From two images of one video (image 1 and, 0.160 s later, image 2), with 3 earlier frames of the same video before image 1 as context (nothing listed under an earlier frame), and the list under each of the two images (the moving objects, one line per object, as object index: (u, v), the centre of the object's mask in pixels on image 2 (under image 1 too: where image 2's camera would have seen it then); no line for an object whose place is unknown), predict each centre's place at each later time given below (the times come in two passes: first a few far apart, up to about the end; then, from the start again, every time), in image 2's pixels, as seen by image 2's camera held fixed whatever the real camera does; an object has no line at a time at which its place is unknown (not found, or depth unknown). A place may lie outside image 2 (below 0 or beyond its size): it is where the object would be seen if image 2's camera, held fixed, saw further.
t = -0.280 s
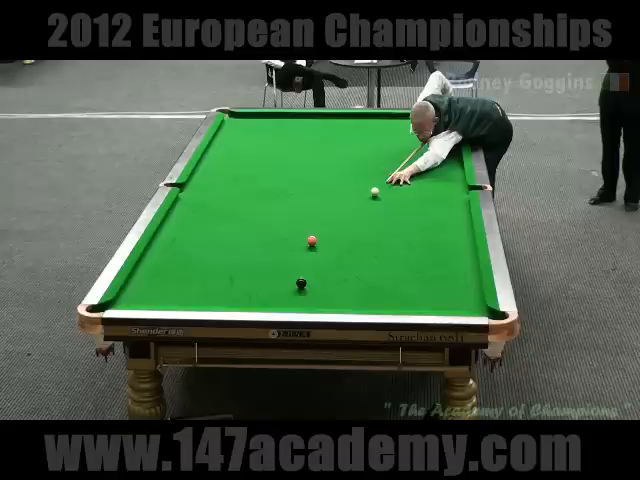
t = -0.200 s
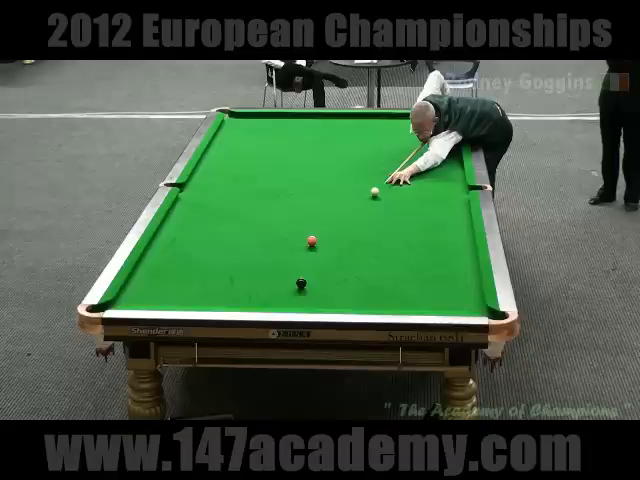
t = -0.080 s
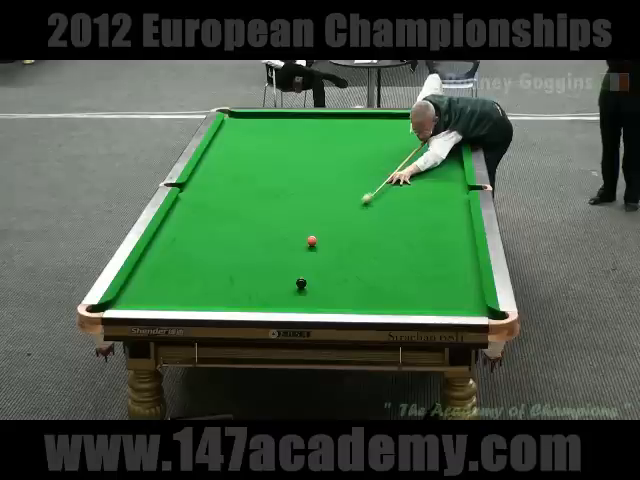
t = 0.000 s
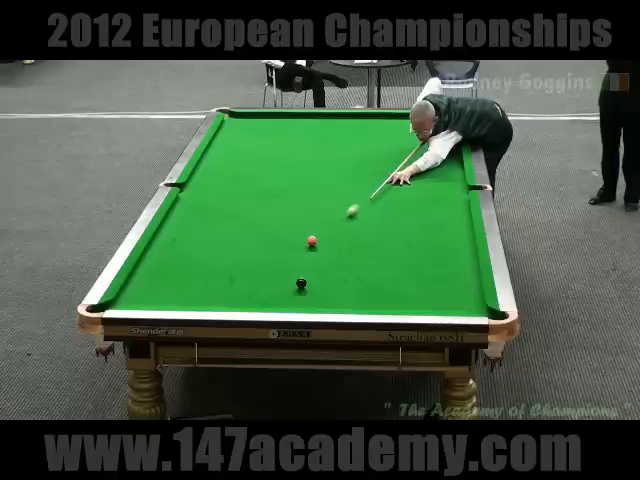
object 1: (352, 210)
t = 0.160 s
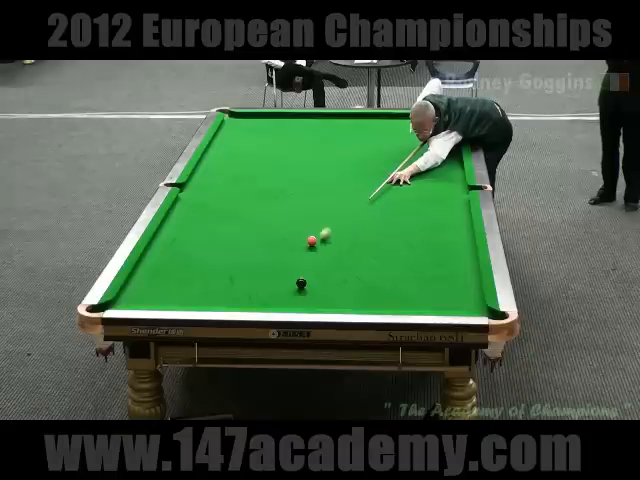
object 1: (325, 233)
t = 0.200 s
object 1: (320, 239)
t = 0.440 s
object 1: (339, 251)
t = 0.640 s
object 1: (354, 260)
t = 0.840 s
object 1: (369, 269)
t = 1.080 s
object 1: (388, 281)
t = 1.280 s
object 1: (404, 291)
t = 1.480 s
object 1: (420, 300)
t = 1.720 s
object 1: (439, 307)
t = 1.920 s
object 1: (454, 302)
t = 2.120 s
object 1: (468, 297)
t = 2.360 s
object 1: (474, 290)
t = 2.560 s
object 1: (464, 285)
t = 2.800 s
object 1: (454, 280)
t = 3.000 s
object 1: (446, 276)
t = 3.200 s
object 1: (439, 272)
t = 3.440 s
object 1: (431, 269)
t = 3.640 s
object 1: (425, 266)
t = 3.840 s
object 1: (420, 263)
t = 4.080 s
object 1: (414, 260)
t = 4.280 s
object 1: (410, 258)
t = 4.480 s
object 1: (407, 256)
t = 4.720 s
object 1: (403, 254)
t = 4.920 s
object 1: (401, 253)
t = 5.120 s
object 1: (399, 251)
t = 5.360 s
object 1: (396, 250)
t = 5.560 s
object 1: (395, 250)
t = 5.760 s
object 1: (394, 250)
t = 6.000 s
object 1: (393, 249)
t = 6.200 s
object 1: (393, 249)
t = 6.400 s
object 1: (393, 249)
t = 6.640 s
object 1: (393, 249)
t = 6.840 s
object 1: (393, 249)
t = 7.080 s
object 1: (393, 249)
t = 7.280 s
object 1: (393, 249)
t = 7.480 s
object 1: (393, 249)
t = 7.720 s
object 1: (393, 249)
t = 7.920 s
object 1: (393, 249)
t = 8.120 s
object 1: (393, 249)
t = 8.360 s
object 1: (393, 249)
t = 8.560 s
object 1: (393, 249)
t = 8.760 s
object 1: (393, 249)
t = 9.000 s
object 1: (393, 249)
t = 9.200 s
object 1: (393, 249)
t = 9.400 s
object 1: (393, 249)
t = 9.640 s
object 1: (393, 249)
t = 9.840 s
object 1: (393, 249)
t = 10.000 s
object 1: (393, 249)
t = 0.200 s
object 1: (320, 239)
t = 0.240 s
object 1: (324, 241)
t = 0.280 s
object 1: (327, 243)
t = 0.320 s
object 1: (330, 245)
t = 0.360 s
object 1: (333, 247)
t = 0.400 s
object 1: (336, 249)
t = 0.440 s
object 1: (339, 251)
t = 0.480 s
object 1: (342, 252)
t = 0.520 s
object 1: (345, 254)
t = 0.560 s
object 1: (348, 256)
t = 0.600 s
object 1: (351, 258)
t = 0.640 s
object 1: (354, 260)
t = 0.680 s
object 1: (357, 262)
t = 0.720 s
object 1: (360, 263)
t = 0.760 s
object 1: (363, 265)
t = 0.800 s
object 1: (366, 268)
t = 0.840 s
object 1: (369, 269)
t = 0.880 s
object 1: (372, 271)
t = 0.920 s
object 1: (375, 273)
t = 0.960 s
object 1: (378, 275)
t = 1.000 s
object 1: (382, 277)
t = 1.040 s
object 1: (385, 279)
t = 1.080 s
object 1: (388, 281)
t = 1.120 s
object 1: (391, 283)
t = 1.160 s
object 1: (394, 285)
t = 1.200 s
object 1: (397, 287)
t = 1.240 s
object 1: (400, 289)
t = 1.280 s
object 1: (404, 291)
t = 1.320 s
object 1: (407, 293)
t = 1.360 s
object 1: (410, 295)
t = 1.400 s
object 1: (413, 297)
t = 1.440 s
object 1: (417, 299)
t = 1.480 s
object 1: (420, 300)
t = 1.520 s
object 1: (423, 302)
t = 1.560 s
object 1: (426, 304)
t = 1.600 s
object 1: (430, 306)
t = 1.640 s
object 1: (433, 307)
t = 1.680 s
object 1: (436, 308)
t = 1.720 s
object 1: (439, 307)
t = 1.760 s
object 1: (442, 306)
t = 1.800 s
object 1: (445, 305)
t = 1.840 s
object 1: (448, 304)
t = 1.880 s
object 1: (451, 303)
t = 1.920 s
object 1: (454, 302)
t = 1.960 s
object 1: (456, 301)
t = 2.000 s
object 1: (460, 301)
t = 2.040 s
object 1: (462, 299)
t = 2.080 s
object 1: (465, 298)
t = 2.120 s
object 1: (468, 297)
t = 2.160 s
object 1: (470, 295)
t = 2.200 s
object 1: (473, 295)
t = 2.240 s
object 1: (476, 293)
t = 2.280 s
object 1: (477, 292)
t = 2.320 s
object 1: (476, 291)
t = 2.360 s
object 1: (474, 290)
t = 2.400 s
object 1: (472, 289)
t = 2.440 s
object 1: (470, 288)
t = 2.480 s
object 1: (468, 287)
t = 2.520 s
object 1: (466, 286)
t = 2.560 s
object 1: (464, 285)
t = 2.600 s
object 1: (462, 284)
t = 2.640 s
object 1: (461, 283)
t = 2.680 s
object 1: (459, 283)
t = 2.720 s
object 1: (457, 282)
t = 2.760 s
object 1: (455, 281)
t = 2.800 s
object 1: (454, 280)
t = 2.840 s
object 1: (452, 279)
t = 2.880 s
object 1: (451, 278)
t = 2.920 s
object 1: (449, 277)
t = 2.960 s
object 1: (447, 277)
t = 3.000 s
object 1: (446, 276)
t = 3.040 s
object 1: (444, 275)
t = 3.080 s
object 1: (443, 275)
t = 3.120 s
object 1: (441, 274)
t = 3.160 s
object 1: (440, 273)
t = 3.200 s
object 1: (439, 272)
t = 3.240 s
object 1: (437, 272)
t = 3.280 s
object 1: (436, 271)
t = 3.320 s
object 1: (435, 270)
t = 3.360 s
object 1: (433, 270)
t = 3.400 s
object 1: (432, 269)
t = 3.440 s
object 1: (431, 269)
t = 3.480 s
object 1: (430, 268)
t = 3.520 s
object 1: (428, 268)
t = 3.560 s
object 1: (427, 267)
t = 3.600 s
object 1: (426, 266)
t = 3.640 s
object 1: (425, 266)
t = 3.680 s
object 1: (424, 265)
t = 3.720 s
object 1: (423, 265)
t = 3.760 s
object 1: (422, 264)
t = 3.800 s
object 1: (421, 264)
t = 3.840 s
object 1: (420, 263)
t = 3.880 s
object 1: (419, 263)
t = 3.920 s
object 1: (418, 262)
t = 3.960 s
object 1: (417, 262)
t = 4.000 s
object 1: (416, 261)
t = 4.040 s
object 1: (415, 261)
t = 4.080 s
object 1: (414, 260)
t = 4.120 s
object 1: (413, 260)
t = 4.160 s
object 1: (413, 259)
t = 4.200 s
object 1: (412, 259)
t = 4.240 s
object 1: (411, 258)
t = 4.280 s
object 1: (410, 258)
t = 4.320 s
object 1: (410, 258)
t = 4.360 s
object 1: (409, 257)
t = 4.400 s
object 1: (408, 257)
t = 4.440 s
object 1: (408, 256)
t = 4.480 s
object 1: (407, 256)
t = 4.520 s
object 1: (406, 256)
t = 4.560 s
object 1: (406, 256)
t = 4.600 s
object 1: (405, 255)
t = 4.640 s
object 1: (404, 255)
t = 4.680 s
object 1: (404, 254)
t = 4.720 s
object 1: (403, 254)
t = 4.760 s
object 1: (403, 254)
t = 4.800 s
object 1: (402, 253)
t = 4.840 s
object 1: (402, 253)
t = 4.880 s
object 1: (401, 253)
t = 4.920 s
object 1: (401, 253)
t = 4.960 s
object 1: (400, 252)
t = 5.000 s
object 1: (400, 252)
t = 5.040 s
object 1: (399, 252)
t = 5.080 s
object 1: (399, 252)
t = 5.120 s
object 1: (399, 251)
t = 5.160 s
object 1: (398, 251)
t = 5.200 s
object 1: (398, 251)
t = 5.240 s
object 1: (397, 251)
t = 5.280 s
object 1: (397, 251)
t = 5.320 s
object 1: (397, 251)
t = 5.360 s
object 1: (396, 250)
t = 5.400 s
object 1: (396, 250)
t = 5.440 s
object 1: (396, 250)
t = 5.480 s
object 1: (395, 250)
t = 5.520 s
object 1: (395, 250)
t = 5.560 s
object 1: (395, 250)
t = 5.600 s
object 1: (394, 250)
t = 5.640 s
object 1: (394, 250)
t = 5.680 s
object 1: (394, 250)
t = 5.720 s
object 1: (394, 250)
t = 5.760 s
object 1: (394, 250)
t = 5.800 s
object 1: (394, 250)
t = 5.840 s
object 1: (393, 249)
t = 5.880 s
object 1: (393, 249)
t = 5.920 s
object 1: (393, 249)
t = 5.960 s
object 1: (393, 249)
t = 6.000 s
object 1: (393, 249)
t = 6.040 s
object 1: (393, 249)
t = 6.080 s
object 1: (393, 249)
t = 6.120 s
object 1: (393, 249)
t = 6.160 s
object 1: (393, 249)
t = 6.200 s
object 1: (393, 249)
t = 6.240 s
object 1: (393, 249)
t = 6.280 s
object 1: (393, 249)
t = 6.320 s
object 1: (393, 249)
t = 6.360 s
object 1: (393, 249)
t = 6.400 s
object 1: (393, 249)
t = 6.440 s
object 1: (393, 249)
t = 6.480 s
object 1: (393, 249)
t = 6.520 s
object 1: (393, 249)
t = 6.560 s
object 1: (393, 249)
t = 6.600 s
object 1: (393, 249)
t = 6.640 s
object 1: (393, 249)
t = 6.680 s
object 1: (393, 249)
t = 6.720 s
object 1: (393, 249)
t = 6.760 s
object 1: (393, 249)
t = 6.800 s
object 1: (393, 249)
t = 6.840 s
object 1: (393, 249)
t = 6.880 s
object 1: (393, 249)
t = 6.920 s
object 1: (393, 249)
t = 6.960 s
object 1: (393, 249)
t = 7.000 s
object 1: (393, 249)
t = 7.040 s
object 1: (393, 249)
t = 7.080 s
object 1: (393, 249)
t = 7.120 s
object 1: (393, 249)
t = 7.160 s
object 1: (393, 249)
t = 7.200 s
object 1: (393, 249)
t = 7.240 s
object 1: (393, 249)
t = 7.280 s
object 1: (393, 249)
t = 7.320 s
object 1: (393, 249)
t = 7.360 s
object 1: (393, 249)
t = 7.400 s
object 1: (393, 249)
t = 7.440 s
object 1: (393, 249)
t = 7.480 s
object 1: (393, 249)
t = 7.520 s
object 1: (393, 249)
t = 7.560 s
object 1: (393, 249)
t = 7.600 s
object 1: (393, 249)
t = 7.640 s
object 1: (393, 249)
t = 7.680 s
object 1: (393, 249)
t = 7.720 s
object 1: (393, 249)
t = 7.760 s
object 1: (393, 249)
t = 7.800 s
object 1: (393, 249)
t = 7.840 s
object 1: (393, 249)
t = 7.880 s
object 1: (393, 249)
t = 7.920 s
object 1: (393, 249)
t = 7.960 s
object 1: (393, 249)
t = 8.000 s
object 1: (393, 249)
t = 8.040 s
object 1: (393, 249)
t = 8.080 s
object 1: (393, 249)
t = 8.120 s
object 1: (393, 249)
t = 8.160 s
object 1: (393, 249)
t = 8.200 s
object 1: (393, 249)
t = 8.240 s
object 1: (393, 249)
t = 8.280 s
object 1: (393, 249)
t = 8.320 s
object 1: (393, 249)
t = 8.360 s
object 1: (393, 249)
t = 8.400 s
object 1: (393, 249)
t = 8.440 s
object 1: (393, 249)
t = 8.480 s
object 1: (393, 249)
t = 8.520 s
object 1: (393, 249)
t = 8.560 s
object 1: (393, 249)
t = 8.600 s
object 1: (393, 249)
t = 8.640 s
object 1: (393, 249)
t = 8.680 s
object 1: (393, 249)
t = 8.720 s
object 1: (393, 249)
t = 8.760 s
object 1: (393, 249)
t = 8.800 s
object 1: (393, 249)
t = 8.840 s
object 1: (393, 249)
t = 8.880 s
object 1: (393, 249)
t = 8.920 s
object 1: (393, 249)
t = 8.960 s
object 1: (393, 249)
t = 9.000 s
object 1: (393, 249)
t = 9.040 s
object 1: (393, 249)
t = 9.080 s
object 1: (393, 249)
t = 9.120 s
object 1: (393, 249)
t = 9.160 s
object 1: (393, 249)
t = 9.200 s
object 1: (393, 249)
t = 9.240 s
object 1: (393, 249)
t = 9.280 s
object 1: (393, 249)
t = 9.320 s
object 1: (393, 249)
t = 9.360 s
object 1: (393, 249)
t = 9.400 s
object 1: (393, 249)
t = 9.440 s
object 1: (393, 249)
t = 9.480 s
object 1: (393, 249)
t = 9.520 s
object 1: (393, 249)
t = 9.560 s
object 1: (393, 249)
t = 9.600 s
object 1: (393, 249)
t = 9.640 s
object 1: (393, 249)
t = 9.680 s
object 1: (393, 249)
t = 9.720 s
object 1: (393, 249)
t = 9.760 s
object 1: (393, 249)
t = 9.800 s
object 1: (393, 249)
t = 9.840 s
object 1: (393, 249)
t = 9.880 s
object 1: (393, 249)
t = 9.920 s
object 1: (393, 249)
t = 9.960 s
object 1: (393, 249)
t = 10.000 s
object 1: (393, 249)
